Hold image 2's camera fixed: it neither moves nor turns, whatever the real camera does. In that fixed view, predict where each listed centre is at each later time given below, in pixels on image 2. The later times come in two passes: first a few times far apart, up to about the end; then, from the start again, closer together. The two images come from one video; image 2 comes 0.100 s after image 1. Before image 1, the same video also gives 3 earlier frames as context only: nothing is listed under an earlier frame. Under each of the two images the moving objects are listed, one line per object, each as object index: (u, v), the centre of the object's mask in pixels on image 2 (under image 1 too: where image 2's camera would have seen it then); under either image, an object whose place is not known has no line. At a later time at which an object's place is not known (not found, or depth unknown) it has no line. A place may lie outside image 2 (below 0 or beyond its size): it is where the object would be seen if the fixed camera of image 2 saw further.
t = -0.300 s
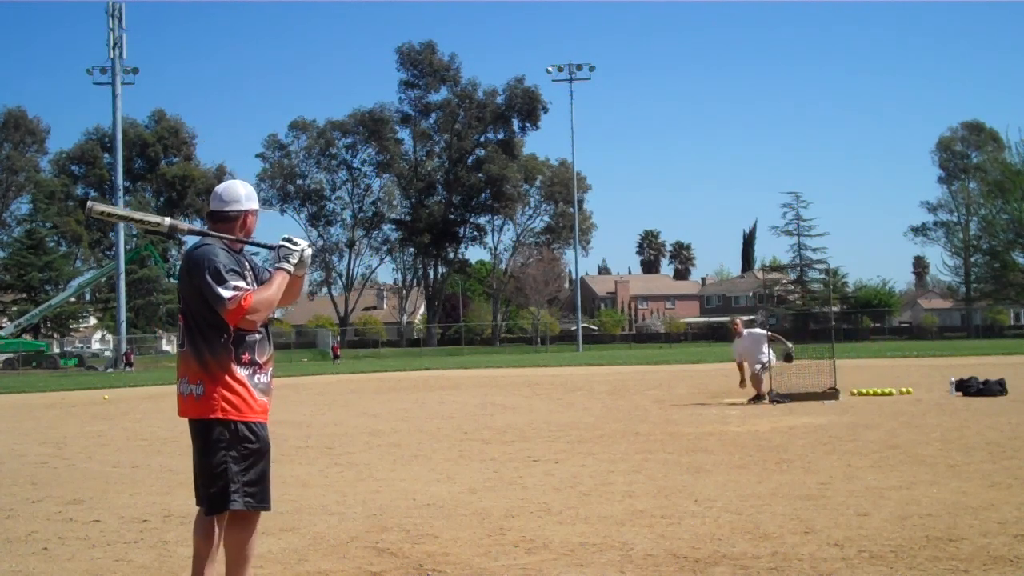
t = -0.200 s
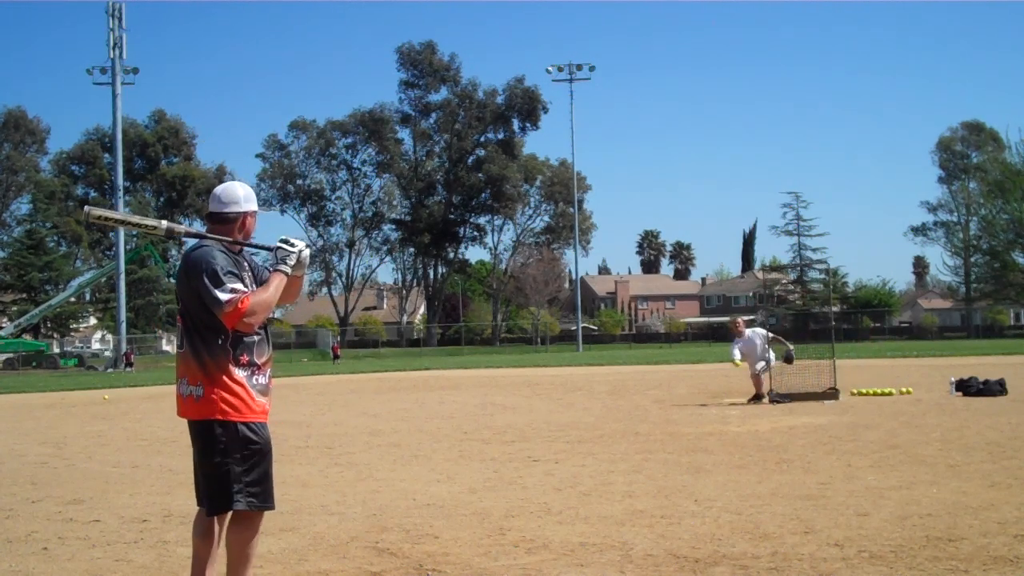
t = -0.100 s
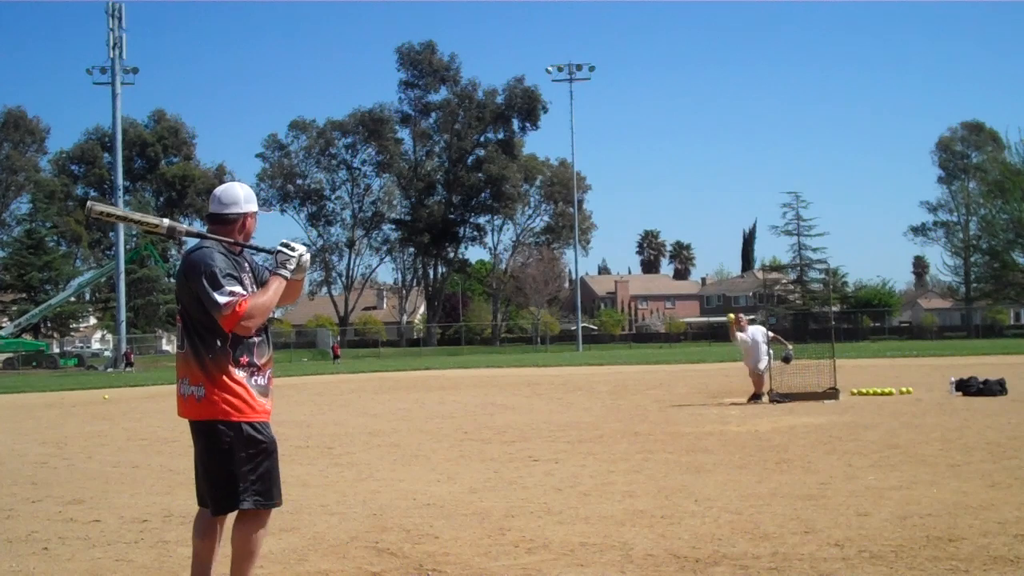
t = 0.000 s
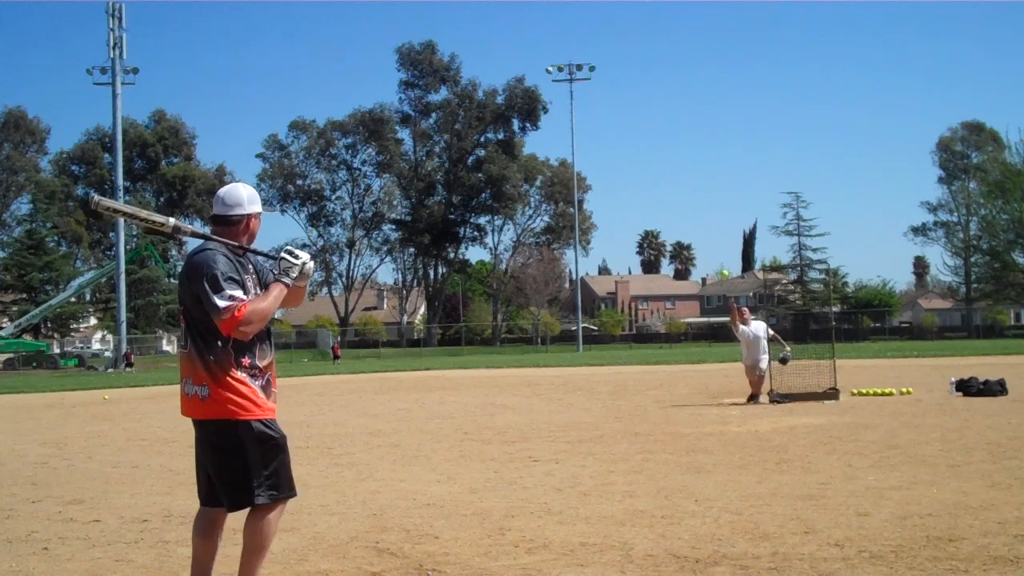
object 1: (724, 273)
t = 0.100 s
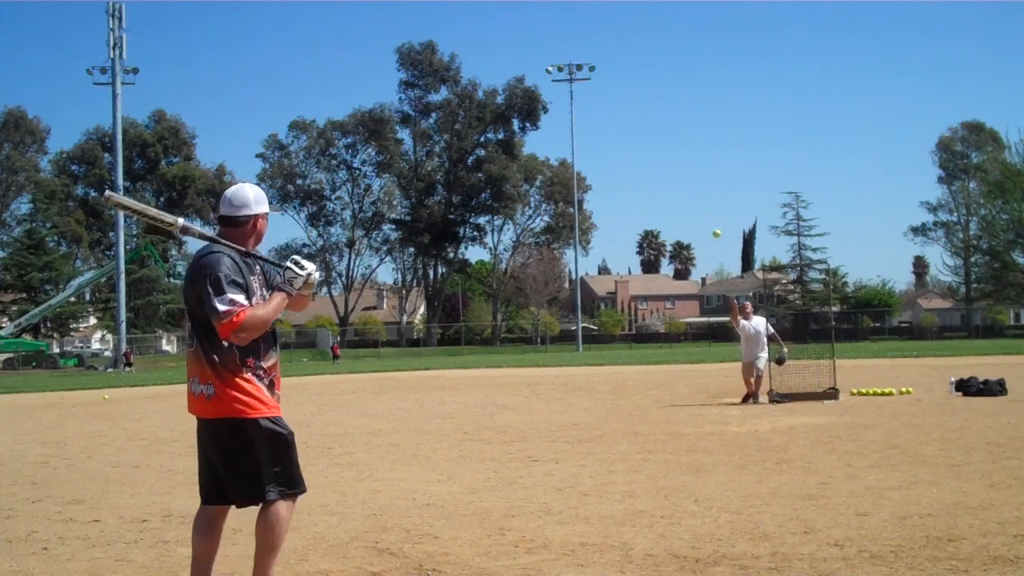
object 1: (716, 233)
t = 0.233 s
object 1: (706, 186)
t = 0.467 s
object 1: (686, 126)
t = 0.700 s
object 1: (661, 111)
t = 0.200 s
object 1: (709, 197)
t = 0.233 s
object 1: (706, 186)
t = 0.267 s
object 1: (704, 175)
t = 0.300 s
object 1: (701, 165)
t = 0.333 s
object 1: (698, 156)
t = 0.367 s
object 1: (696, 148)
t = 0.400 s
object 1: (692, 140)
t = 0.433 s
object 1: (689, 133)
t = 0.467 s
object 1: (686, 126)
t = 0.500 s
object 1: (683, 121)
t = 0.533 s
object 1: (680, 116)
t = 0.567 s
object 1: (676, 112)
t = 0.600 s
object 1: (673, 110)
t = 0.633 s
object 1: (669, 109)
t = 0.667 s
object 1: (665, 109)
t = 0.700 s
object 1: (661, 111)
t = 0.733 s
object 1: (656, 115)
